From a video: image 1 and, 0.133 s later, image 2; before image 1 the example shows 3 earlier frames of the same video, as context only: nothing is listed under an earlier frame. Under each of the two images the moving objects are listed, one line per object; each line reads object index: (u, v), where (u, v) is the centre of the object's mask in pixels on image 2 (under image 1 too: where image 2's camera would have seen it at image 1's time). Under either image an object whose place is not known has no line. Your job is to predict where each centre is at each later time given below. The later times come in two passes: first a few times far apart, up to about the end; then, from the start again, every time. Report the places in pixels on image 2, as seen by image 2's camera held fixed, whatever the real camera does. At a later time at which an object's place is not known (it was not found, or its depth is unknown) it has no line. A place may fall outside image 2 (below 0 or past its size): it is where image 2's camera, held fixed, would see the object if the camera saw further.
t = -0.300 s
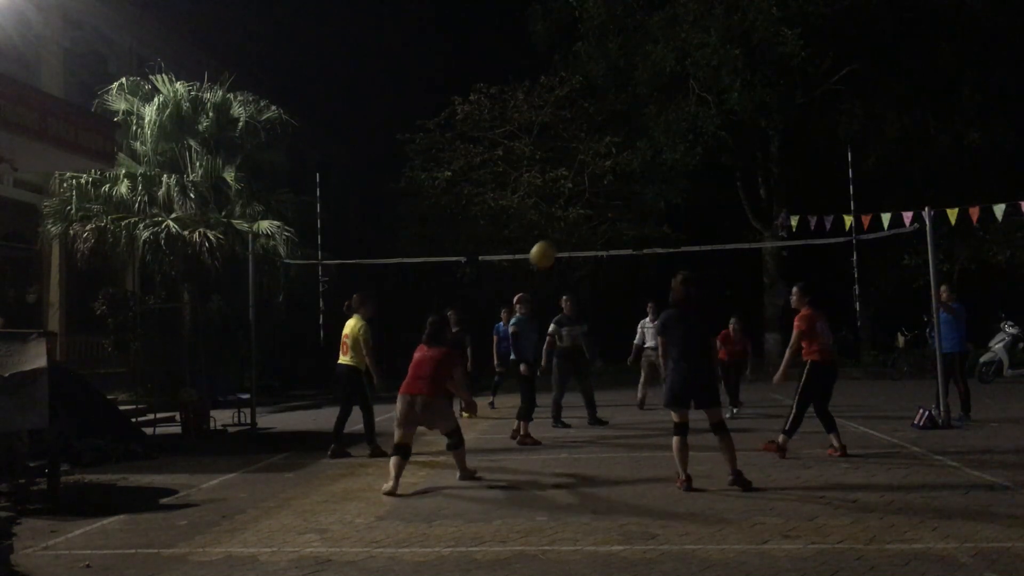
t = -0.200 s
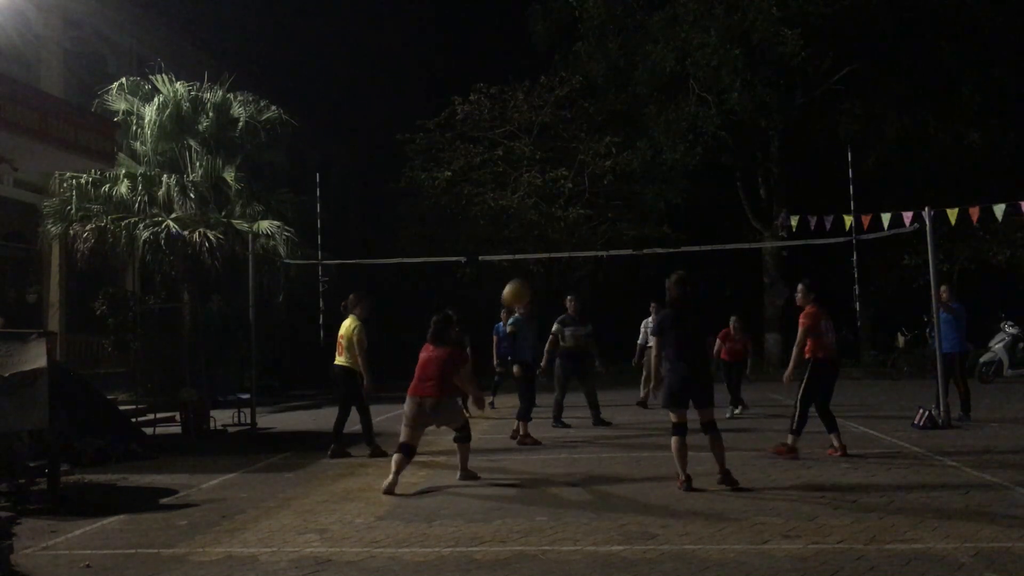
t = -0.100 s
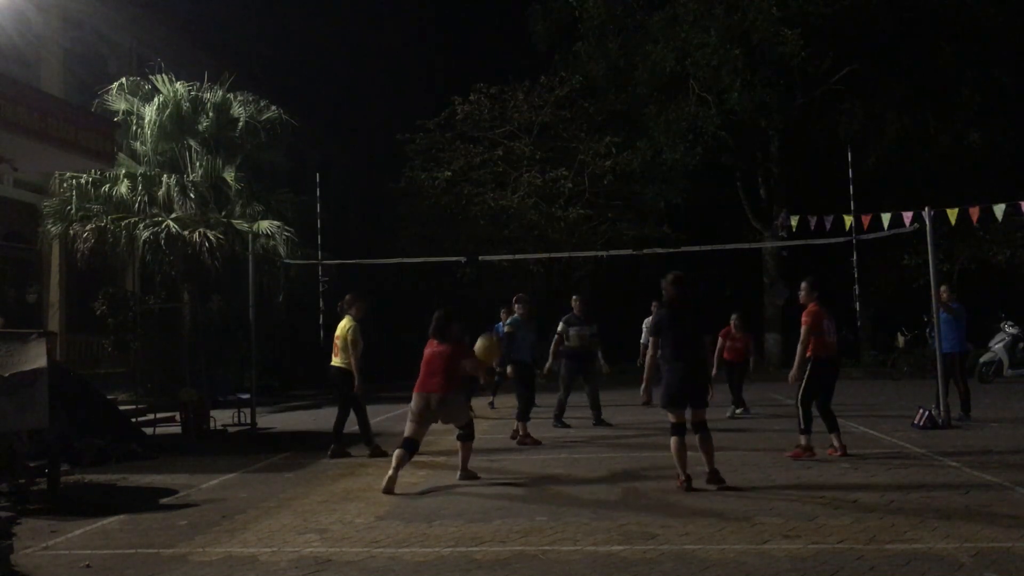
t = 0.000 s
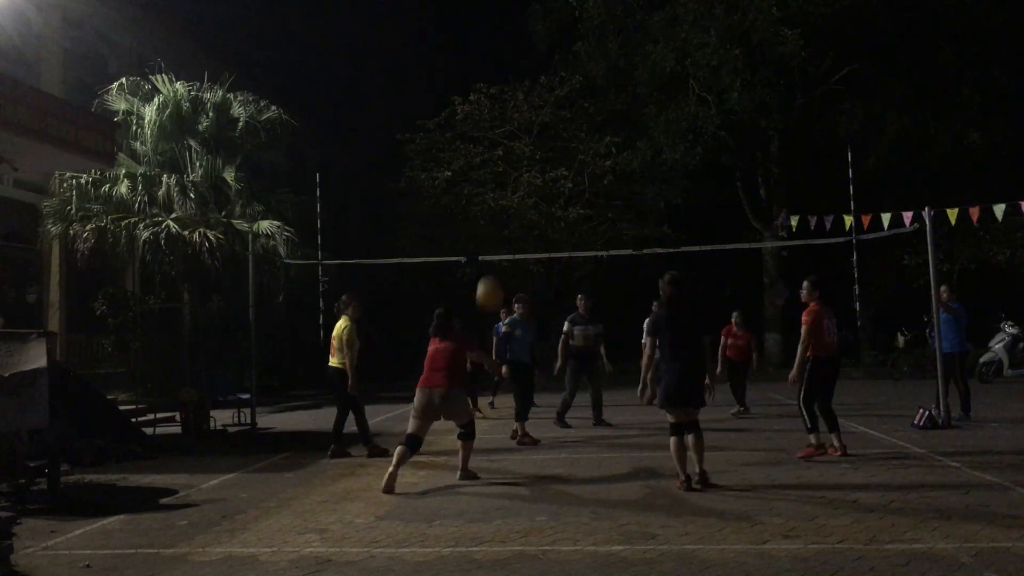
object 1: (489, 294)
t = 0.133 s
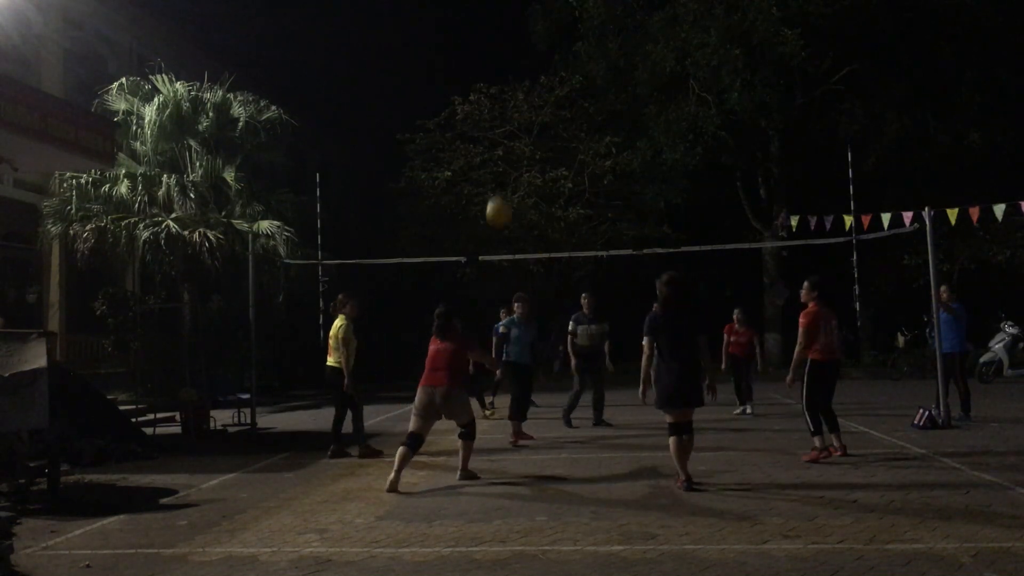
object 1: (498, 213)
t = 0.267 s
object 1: (509, 156)
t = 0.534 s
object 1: (530, 107)
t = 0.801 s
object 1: (550, 130)
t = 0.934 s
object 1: (560, 165)
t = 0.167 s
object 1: (501, 197)
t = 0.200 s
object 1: (504, 181)
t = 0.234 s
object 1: (506, 168)
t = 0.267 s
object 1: (509, 156)
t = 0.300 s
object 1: (511, 145)
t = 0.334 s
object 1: (514, 136)
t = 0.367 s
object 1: (517, 129)
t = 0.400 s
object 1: (519, 122)
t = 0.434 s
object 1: (523, 116)
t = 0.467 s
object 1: (525, 112)
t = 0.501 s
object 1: (528, 109)
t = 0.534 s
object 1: (530, 107)
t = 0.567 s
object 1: (532, 107)
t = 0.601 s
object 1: (535, 107)
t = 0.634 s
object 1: (537, 108)
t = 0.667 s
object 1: (540, 111)
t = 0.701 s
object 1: (543, 114)
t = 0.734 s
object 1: (545, 119)
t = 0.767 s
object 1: (548, 124)
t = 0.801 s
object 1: (550, 130)
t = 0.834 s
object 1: (552, 138)
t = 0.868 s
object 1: (555, 145)
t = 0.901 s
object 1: (557, 155)
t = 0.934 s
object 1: (560, 165)
